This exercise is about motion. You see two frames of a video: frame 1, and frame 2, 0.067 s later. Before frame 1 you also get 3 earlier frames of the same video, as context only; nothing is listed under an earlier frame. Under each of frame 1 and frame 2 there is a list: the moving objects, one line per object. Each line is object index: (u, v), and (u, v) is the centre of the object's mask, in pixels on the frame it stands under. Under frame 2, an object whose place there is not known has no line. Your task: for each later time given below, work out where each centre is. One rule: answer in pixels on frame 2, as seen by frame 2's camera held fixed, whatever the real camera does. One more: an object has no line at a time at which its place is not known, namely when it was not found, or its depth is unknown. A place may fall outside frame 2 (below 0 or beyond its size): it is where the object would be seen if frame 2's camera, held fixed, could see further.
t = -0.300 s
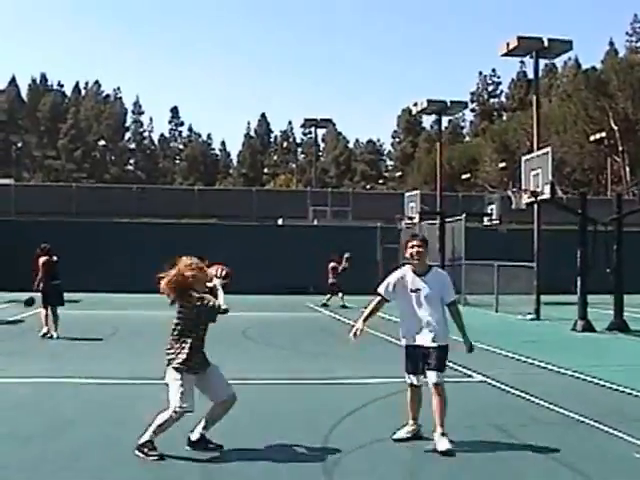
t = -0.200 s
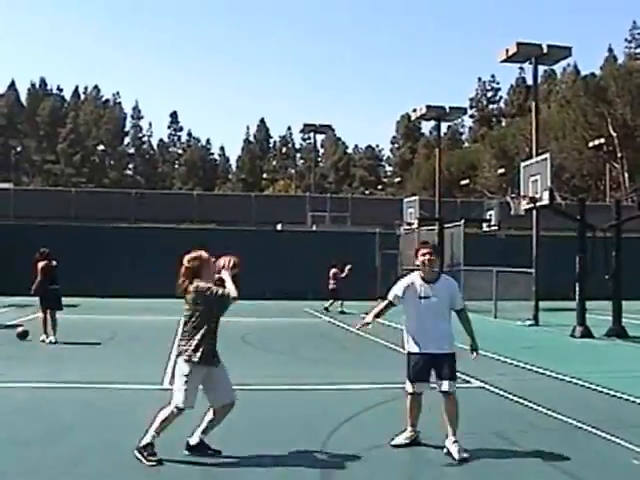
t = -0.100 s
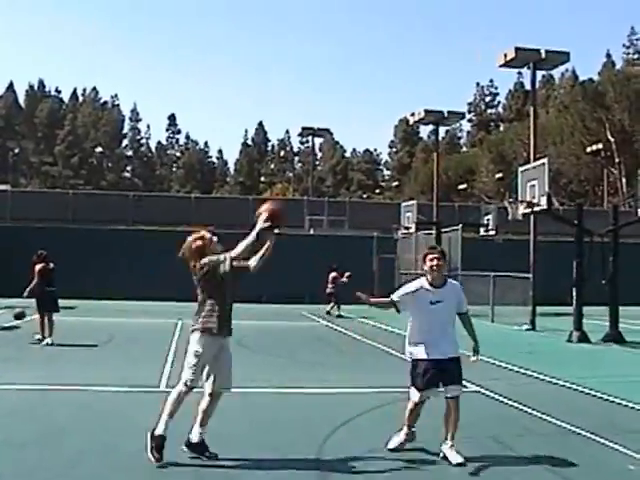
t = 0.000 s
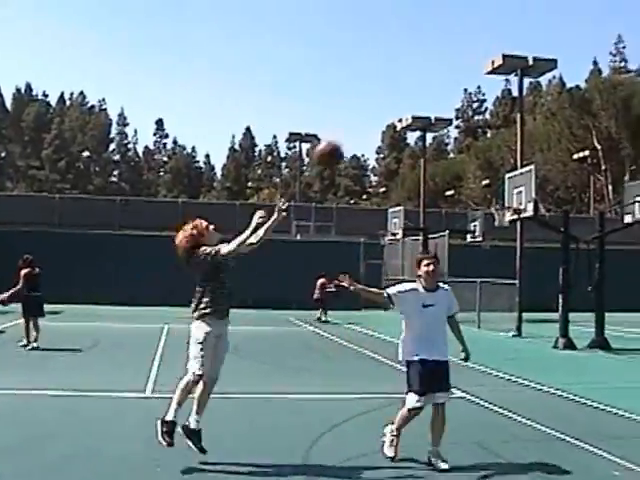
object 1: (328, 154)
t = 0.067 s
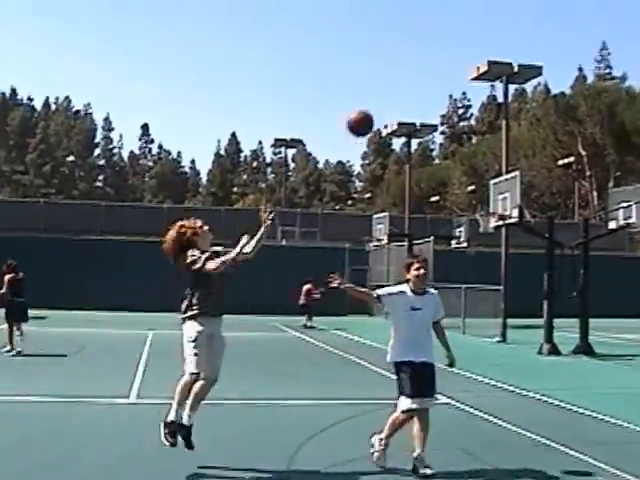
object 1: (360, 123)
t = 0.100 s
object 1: (389, 104)
